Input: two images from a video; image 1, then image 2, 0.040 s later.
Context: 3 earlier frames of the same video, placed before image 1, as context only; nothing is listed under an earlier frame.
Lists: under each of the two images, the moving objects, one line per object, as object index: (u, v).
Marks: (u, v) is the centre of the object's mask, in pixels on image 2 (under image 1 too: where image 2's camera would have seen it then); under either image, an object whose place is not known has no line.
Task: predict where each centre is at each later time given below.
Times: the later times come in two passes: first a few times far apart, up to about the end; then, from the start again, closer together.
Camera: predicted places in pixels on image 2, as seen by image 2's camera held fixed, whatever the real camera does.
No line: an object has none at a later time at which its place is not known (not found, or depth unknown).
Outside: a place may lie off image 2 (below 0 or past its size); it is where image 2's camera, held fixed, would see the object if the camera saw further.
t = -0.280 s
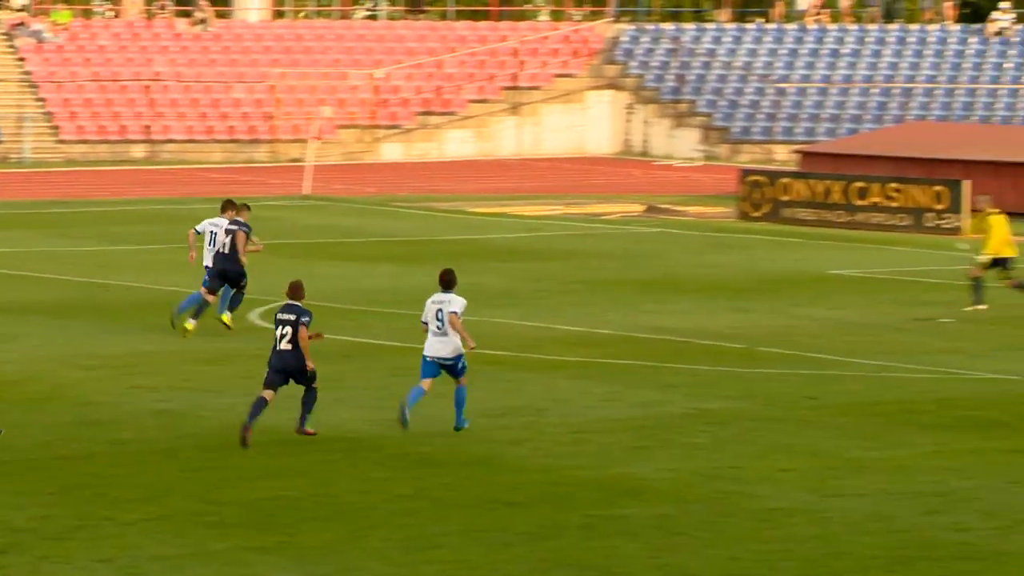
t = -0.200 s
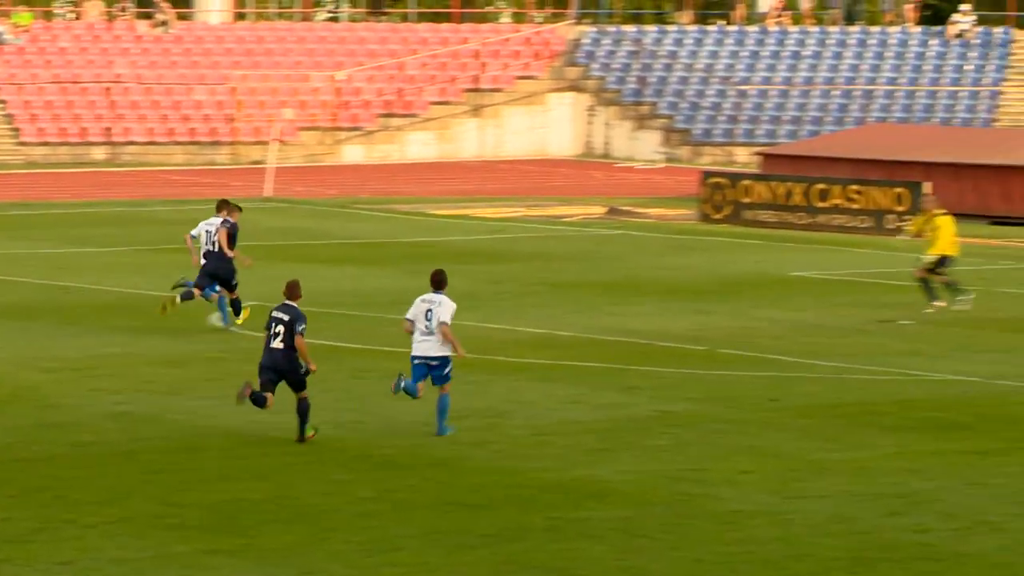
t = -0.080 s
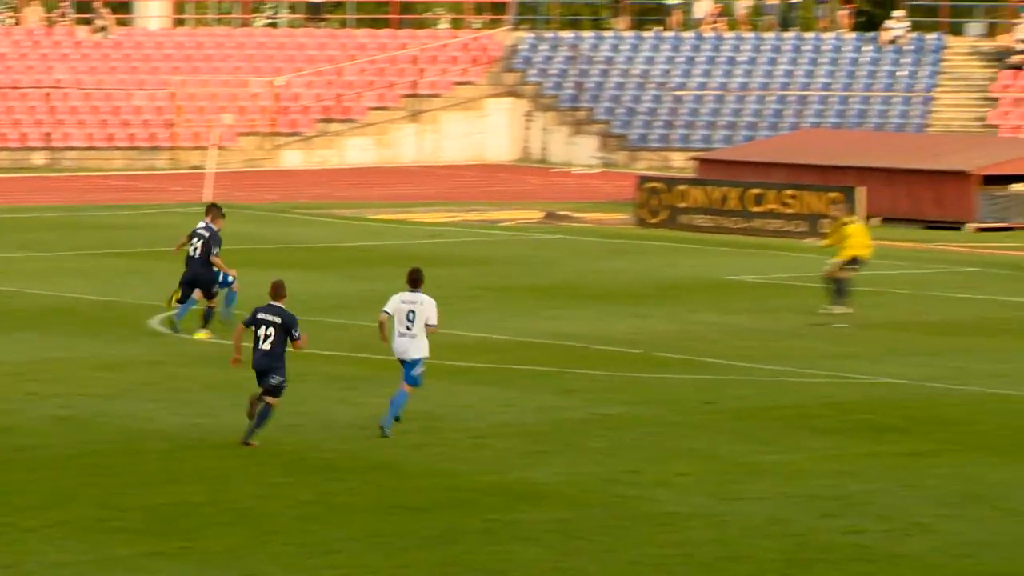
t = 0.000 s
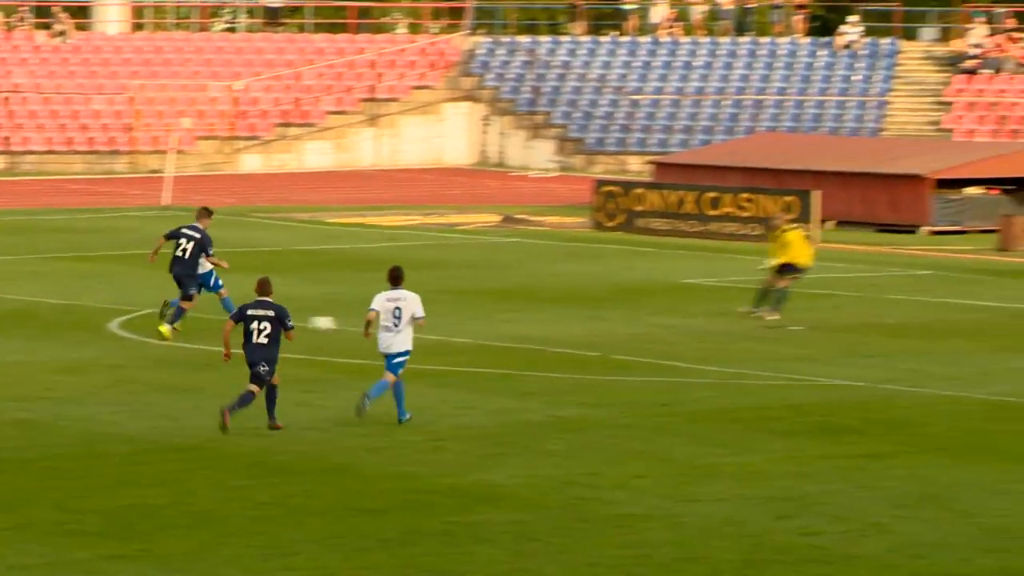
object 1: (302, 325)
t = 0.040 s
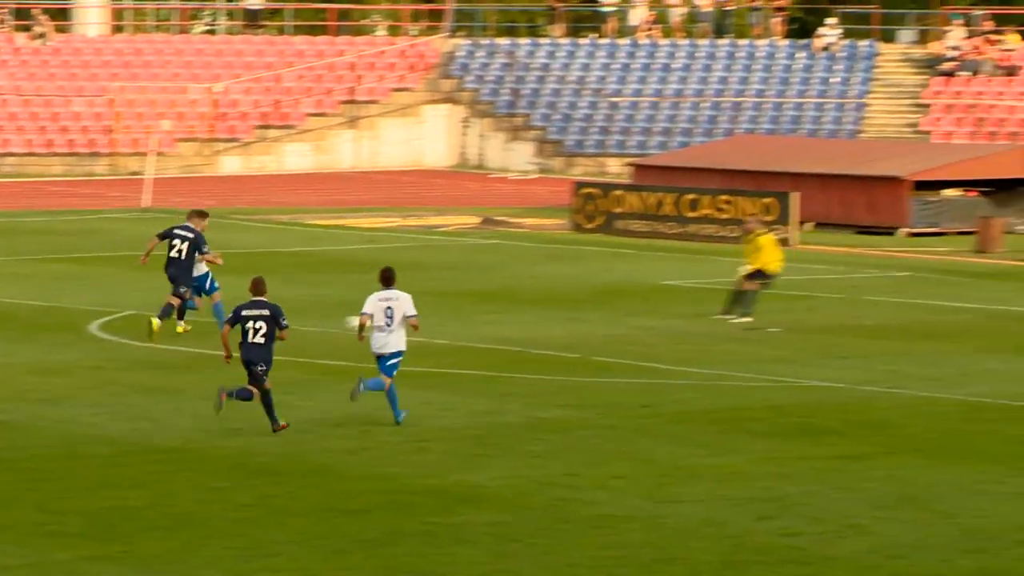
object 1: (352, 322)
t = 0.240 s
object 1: (609, 320)
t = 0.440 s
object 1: (805, 317)
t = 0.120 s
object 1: (468, 323)
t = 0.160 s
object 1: (519, 323)
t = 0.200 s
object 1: (565, 322)
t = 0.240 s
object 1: (609, 320)
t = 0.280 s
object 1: (652, 320)
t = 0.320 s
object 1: (693, 320)
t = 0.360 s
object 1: (731, 319)
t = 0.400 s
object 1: (768, 318)
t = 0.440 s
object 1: (805, 317)
